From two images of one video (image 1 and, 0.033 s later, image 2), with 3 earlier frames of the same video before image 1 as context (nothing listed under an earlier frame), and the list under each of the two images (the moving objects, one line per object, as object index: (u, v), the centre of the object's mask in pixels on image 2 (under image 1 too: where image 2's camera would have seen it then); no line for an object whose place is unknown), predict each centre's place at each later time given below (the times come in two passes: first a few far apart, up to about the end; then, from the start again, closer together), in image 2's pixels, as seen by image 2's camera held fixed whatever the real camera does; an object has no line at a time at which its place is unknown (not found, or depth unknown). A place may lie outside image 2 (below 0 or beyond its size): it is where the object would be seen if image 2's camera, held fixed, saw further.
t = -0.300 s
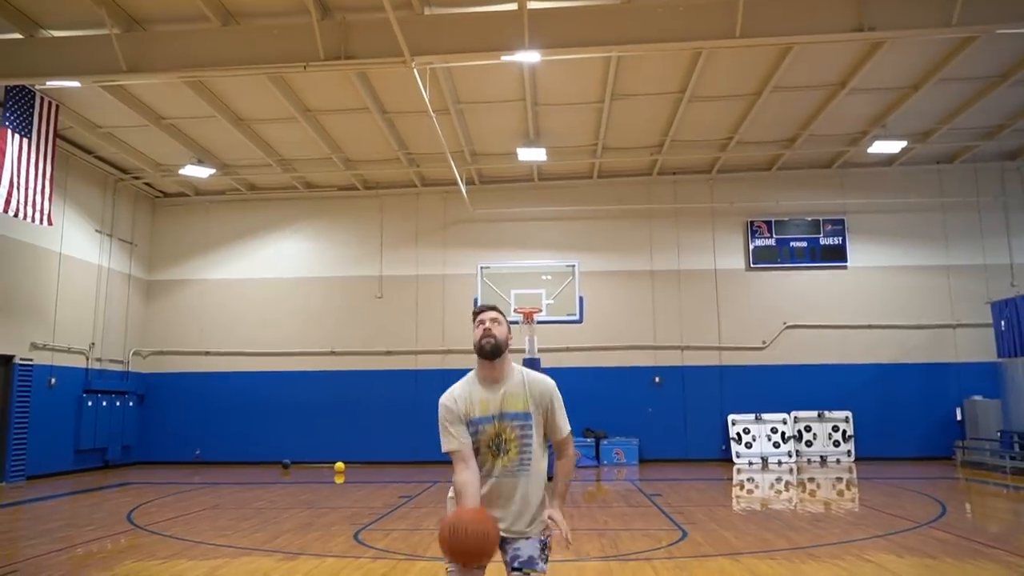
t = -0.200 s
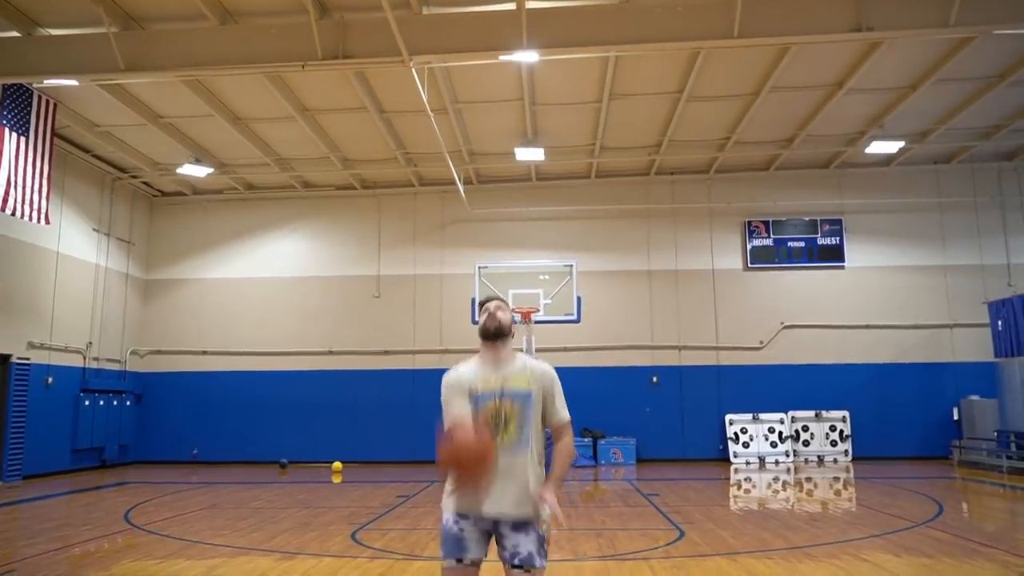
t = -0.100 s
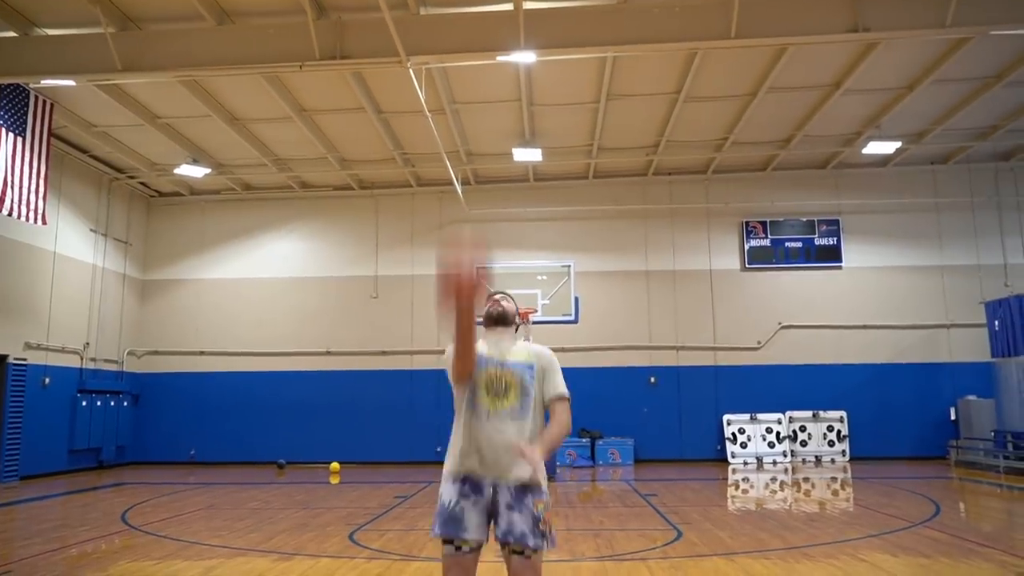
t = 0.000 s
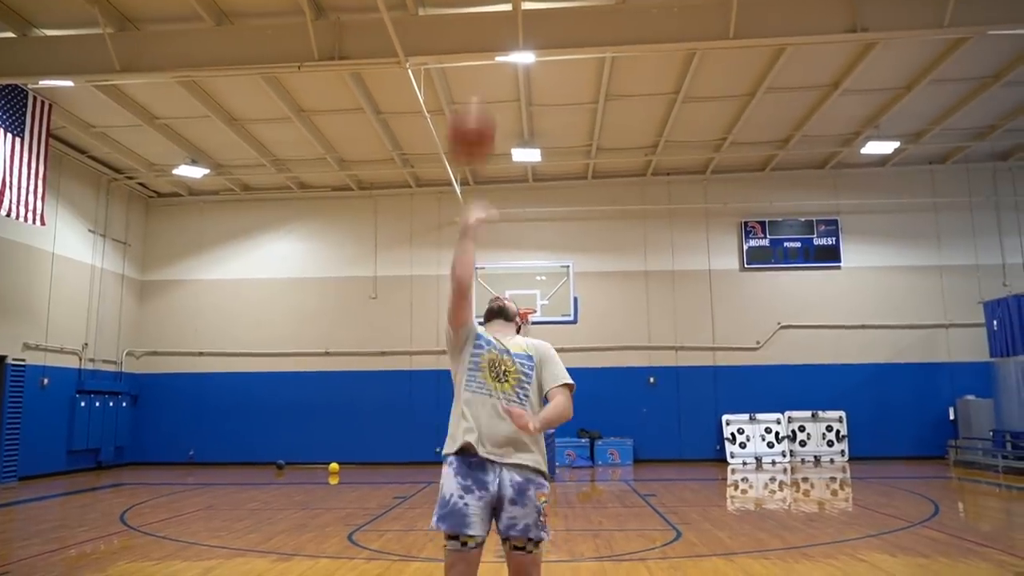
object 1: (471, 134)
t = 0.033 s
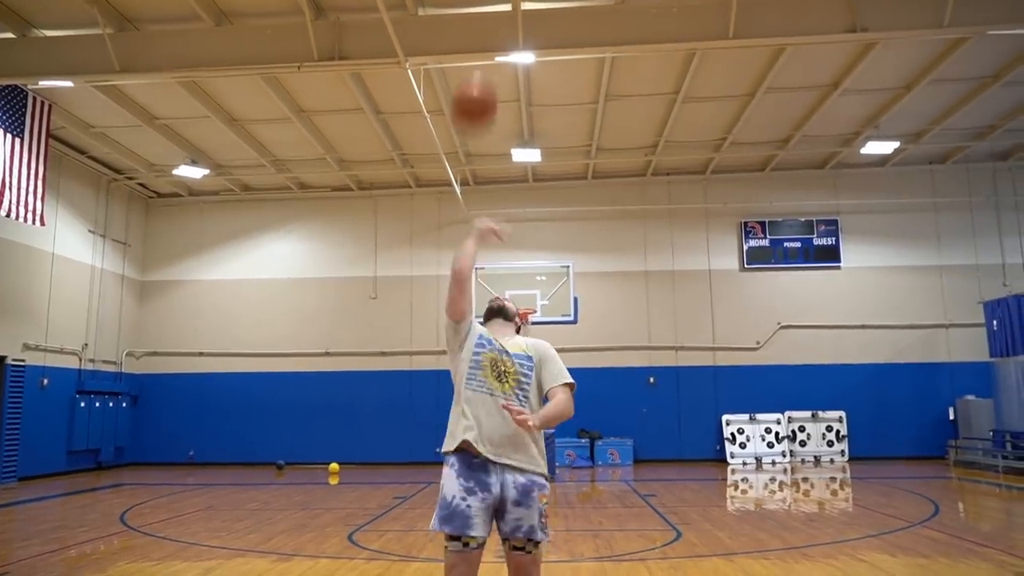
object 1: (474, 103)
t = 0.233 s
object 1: (486, 10)
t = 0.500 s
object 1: (495, -7)
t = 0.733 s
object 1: (498, 28)
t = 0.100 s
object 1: (479, 57)
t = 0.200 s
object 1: (485, 18)
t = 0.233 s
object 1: (486, 10)
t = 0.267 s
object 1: (487, 4)
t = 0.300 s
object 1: (488, -1)
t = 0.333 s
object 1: (490, -5)
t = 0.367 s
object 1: (491, -8)
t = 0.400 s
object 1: (492, -9)
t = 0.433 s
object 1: (493, -9)
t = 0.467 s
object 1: (494, -9)
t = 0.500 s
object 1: (495, -7)
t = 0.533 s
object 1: (496, -4)
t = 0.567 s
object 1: (496, -1)
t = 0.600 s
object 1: (497, 3)
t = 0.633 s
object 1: (497, 9)
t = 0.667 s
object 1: (498, 16)
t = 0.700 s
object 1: (498, 22)
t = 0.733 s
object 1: (498, 28)
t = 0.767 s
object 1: (499, 36)
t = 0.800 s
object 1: (499, 44)
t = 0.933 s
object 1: (498, 82)
